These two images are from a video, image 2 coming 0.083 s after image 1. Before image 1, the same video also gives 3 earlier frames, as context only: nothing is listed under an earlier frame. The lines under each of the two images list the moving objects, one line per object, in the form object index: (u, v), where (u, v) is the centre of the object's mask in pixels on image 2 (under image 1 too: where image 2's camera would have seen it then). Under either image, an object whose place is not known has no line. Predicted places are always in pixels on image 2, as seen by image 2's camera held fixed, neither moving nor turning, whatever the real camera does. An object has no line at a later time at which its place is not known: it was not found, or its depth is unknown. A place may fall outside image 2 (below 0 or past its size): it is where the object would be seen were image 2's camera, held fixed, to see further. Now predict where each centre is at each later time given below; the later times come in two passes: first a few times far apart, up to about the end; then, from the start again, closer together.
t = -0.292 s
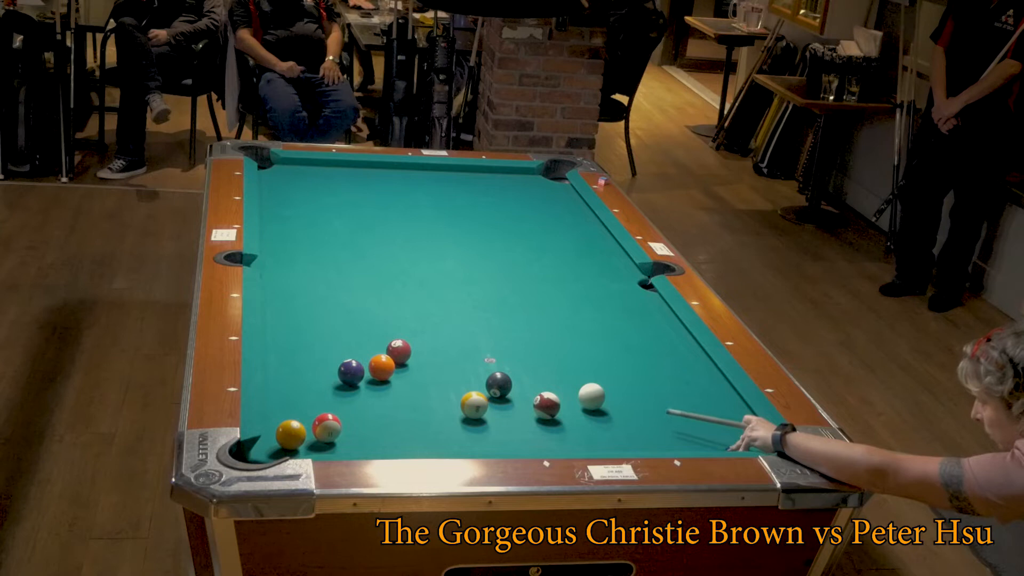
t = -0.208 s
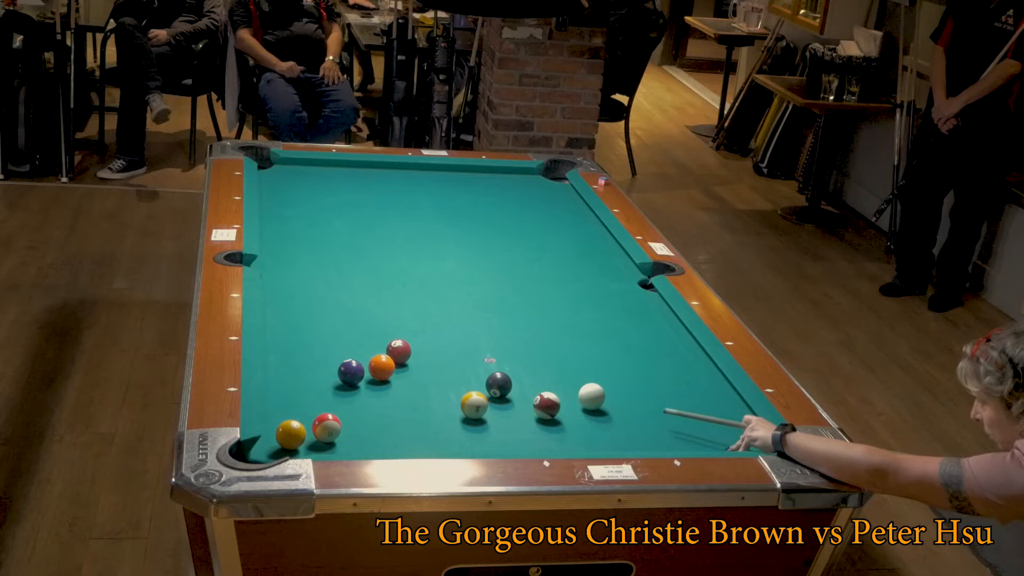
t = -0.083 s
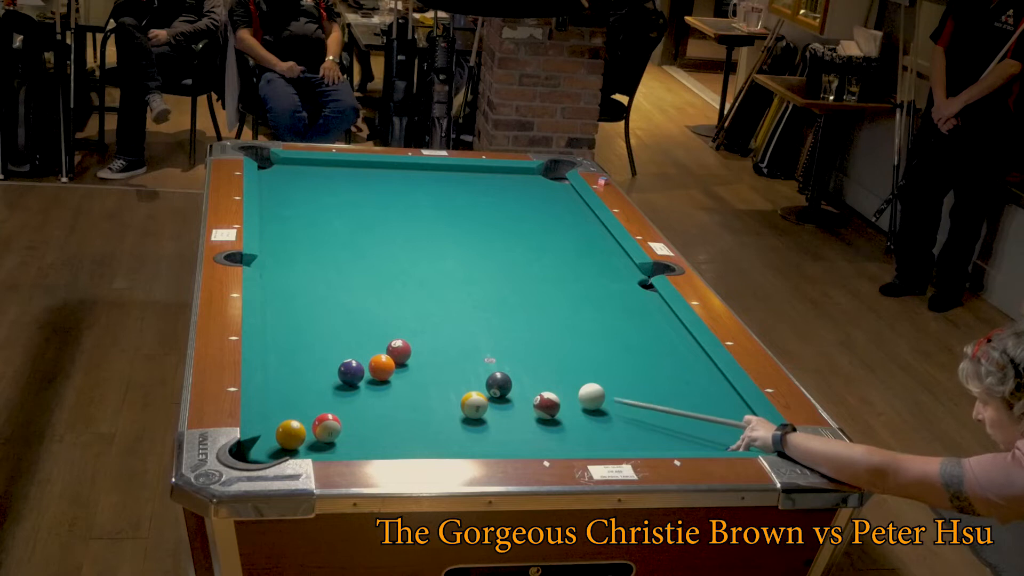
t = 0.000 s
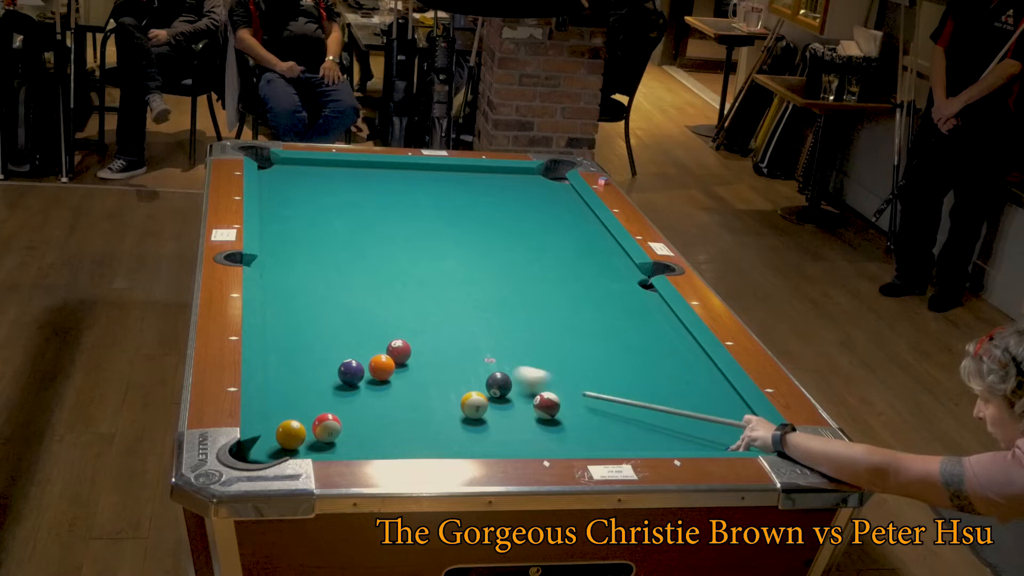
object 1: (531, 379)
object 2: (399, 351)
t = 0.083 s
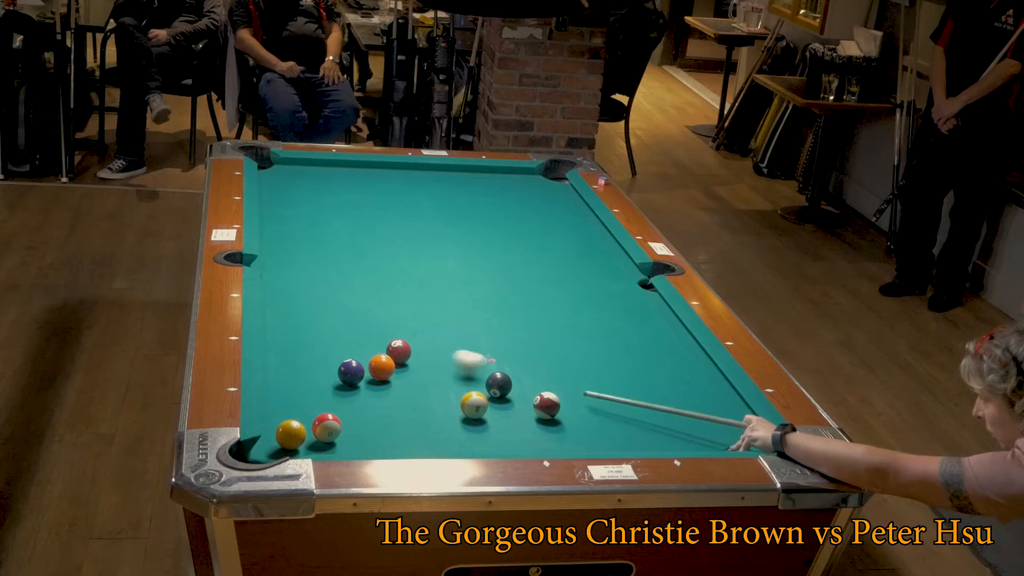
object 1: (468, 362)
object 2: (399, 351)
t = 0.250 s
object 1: (415, 338)
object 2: (346, 348)
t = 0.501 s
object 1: (379, 306)
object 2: (289, 347)
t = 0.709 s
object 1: (353, 282)
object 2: (329, 346)
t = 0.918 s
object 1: (330, 261)
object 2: (368, 346)
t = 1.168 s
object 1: (304, 238)
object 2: (411, 346)
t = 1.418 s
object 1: (280, 218)
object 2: (452, 346)
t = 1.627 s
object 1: (270, 204)
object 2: (483, 345)
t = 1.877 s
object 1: (279, 190)
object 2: (519, 345)
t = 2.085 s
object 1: (285, 180)
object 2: (545, 345)
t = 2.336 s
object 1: (292, 170)
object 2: (575, 345)
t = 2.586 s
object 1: (299, 163)
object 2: (602, 346)
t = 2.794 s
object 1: (310, 168)
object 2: (623, 346)
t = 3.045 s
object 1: (321, 173)
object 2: (646, 346)
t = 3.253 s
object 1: (330, 178)
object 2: (663, 347)
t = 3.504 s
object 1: (339, 183)
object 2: (680, 348)
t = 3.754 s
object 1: (348, 187)
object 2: (688, 348)
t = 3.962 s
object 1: (354, 190)
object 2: (682, 348)
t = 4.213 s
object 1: (360, 194)
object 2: (676, 348)
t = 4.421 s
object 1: (364, 196)
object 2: (673, 348)
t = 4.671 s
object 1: (369, 199)
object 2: (673, 349)
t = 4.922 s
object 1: (372, 201)
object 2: (672, 349)
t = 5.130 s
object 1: (375, 202)
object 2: (672, 349)
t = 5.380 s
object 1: (376, 203)
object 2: (672, 349)
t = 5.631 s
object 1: (376, 204)
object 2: (672, 349)
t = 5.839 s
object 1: (376, 204)
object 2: (673, 349)
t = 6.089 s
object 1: (376, 204)
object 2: (672, 349)
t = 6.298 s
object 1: (376, 204)
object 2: (672, 349)
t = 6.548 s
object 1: (376, 204)
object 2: (672, 349)
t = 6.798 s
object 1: (376, 204)
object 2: (673, 349)
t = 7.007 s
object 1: (376, 204)
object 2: (672, 349)
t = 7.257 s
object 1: (376, 204)
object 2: (672, 349)
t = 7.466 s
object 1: (376, 204)
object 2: (672, 349)
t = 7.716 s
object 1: (376, 204)
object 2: (672, 349)
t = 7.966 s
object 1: (376, 204)
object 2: (672, 349)
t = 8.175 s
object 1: (376, 204)
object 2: (672, 349)
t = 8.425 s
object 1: (376, 204)
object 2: (673, 349)
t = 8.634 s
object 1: (376, 204)
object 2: (672, 349)
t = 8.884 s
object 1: (376, 204)
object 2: (672, 349)
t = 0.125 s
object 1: (441, 355)
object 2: (399, 351)
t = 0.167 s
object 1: (423, 350)
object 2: (390, 347)
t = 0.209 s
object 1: (420, 344)
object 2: (366, 350)
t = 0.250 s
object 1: (415, 338)
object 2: (346, 348)
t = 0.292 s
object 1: (408, 332)
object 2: (328, 348)
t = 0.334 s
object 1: (403, 327)
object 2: (311, 347)
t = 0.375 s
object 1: (397, 321)
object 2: (294, 347)
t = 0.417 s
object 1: (391, 316)
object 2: (278, 347)
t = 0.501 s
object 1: (379, 306)
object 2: (289, 347)
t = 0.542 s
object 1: (374, 301)
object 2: (296, 347)
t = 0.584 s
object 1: (369, 296)
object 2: (305, 347)
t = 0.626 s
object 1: (363, 292)
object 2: (313, 346)
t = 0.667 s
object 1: (358, 287)
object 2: (321, 346)
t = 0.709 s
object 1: (353, 282)
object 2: (329, 346)
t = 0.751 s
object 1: (348, 278)
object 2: (337, 346)
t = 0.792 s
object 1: (343, 274)
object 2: (345, 346)
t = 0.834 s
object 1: (339, 270)
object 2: (353, 346)
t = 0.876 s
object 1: (334, 265)
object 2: (361, 346)
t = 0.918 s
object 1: (330, 261)
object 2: (368, 346)
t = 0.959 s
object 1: (325, 257)
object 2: (375, 345)
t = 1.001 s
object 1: (321, 253)
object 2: (383, 344)
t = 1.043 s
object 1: (316, 249)
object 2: (391, 345)
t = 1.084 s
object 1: (312, 246)
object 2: (397, 346)
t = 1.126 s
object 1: (308, 242)
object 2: (404, 346)
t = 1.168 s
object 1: (304, 238)
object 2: (411, 346)
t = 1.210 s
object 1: (300, 235)
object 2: (418, 346)
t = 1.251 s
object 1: (296, 231)
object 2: (425, 346)
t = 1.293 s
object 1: (292, 228)
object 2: (432, 346)
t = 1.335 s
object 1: (288, 225)
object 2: (439, 346)
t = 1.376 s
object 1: (284, 221)
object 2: (446, 346)
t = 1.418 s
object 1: (280, 218)
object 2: (452, 346)
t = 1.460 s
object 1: (276, 215)
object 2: (458, 346)
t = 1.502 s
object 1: (272, 212)
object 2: (464, 346)
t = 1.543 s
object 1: (269, 209)
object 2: (471, 345)
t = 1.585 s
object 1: (268, 206)
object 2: (477, 345)
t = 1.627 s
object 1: (270, 204)
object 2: (483, 345)
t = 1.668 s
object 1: (271, 201)
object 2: (489, 345)
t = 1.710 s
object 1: (273, 199)
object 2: (495, 346)
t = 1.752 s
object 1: (274, 197)
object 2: (501, 346)
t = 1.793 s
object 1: (276, 195)
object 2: (507, 345)
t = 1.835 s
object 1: (277, 193)
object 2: (513, 345)
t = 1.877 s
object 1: (279, 190)
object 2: (519, 345)
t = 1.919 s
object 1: (280, 188)
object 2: (524, 345)
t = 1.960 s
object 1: (281, 186)
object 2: (529, 345)
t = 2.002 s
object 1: (282, 184)
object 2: (535, 345)
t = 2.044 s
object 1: (284, 182)
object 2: (540, 345)
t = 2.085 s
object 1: (285, 180)
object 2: (545, 345)
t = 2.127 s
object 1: (286, 179)
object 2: (551, 345)
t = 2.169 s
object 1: (287, 177)
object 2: (556, 345)
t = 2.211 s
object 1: (289, 175)
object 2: (561, 345)
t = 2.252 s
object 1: (290, 173)
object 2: (566, 345)
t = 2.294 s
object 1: (291, 171)
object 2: (570, 345)
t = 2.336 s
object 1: (292, 170)
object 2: (575, 345)
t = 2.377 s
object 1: (293, 168)
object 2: (580, 345)
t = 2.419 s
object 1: (294, 166)
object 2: (585, 345)
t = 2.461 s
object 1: (295, 164)
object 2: (589, 345)
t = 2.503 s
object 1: (296, 163)
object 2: (594, 345)
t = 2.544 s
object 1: (297, 162)
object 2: (598, 345)
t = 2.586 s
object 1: (299, 163)
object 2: (602, 346)
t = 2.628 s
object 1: (301, 164)
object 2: (607, 346)
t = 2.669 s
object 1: (303, 165)
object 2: (611, 346)
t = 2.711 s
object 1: (306, 166)
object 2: (615, 345)
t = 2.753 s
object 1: (308, 167)
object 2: (619, 346)
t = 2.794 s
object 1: (310, 168)
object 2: (623, 346)
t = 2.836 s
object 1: (311, 169)
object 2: (627, 346)
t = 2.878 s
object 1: (313, 170)
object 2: (631, 346)
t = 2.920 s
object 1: (316, 171)
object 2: (635, 346)
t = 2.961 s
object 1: (317, 171)
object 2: (639, 346)
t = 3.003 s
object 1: (319, 172)
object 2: (642, 346)
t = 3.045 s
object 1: (321, 173)
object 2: (646, 346)
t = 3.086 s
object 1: (323, 174)
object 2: (649, 346)
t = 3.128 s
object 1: (325, 175)
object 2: (653, 346)
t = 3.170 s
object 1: (327, 176)
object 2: (656, 346)
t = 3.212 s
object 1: (328, 177)
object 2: (659, 347)
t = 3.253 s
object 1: (330, 178)
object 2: (663, 347)
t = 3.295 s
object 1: (332, 179)
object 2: (666, 347)
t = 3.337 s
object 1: (333, 179)
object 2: (669, 347)
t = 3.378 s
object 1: (335, 180)
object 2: (672, 347)
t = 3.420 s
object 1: (336, 181)
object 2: (675, 347)
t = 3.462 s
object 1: (338, 182)
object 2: (677, 347)
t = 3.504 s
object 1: (339, 183)
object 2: (680, 348)
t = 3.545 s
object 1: (341, 183)
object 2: (683, 347)
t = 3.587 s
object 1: (342, 184)
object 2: (686, 347)
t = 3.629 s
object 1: (344, 185)
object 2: (688, 348)
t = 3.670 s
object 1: (345, 185)
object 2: (690, 348)
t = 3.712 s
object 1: (346, 186)
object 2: (689, 348)
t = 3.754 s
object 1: (348, 187)
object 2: (688, 348)
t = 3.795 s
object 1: (349, 188)
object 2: (687, 348)
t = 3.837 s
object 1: (350, 188)
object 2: (685, 348)
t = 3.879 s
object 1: (351, 189)
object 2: (684, 348)
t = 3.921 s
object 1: (352, 190)
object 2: (683, 348)
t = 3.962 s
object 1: (354, 190)
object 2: (682, 348)
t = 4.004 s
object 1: (355, 191)
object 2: (681, 348)
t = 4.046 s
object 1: (356, 192)
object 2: (680, 348)
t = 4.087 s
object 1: (357, 192)
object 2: (679, 348)
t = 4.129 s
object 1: (358, 193)
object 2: (678, 348)
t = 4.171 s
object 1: (359, 193)
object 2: (677, 348)
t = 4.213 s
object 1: (360, 194)
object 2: (676, 348)
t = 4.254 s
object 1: (361, 194)
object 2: (676, 348)
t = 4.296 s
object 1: (362, 195)
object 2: (675, 348)
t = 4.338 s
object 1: (363, 195)
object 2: (675, 348)
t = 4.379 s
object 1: (364, 196)
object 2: (674, 348)
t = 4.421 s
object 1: (364, 196)
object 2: (673, 348)
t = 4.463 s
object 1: (365, 197)
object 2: (673, 348)
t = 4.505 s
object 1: (366, 197)
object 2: (673, 348)
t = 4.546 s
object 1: (367, 198)
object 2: (673, 349)
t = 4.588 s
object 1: (368, 198)
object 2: (672, 349)
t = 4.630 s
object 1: (369, 198)
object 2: (673, 349)
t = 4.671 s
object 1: (369, 199)
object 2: (673, 349)
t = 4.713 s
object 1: (370, 199)
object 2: (673, 349)
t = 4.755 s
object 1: (370, 199)
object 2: (672, 349)
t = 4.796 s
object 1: (371, 200)
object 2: (672, 349)
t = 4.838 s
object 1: (372, 200)
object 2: (672, 349)
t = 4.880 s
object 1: (372, 200)
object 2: (672, 349)
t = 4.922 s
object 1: (372, 201)
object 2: (672, 349)
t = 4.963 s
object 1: (373, 201)
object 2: (673, 349)
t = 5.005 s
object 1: (373, 201)
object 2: (672, 349)
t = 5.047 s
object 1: (374, 202)
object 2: (672, 349)
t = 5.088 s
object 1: (374, 202)
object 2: (673, 349)
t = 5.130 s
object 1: (375, 202)
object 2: (672, 349)
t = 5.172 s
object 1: (375, 202)
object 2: (672, 349)
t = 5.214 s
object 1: (375, 202)
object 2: (672, 349)
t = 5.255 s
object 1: (375, 203)
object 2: (672, 349)
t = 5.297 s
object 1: (376, 203)
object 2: (672, 349)
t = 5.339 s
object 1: (376, 203)
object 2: (673, 349)
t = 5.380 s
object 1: (376, 203)
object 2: (672, 349)
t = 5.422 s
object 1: (376, 203)
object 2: (672, 349)
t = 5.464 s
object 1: (376, 203)
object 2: (672, 349)
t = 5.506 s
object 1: (376, 203)
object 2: (672, 349)
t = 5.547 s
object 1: (376, 203)
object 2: (672, 349)
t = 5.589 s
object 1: (376, 204)
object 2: (672, 349)
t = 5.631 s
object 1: (376, 204)
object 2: (672, 349)
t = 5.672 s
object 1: (376, 204)
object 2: (672, 349)
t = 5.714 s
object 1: (376, 204)
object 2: (672, 349)
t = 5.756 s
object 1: (376, 204)
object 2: (673, 349)
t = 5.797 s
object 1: (376, 204)
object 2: (672, 349)
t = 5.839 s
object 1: (376, 204)
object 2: (673, 349)
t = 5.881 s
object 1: (376, 204)
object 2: (672, 349)
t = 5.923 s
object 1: (376, 204)
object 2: (673, 349)
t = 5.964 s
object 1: (376, 204)
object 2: (672, 349)
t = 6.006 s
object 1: (376, 204)
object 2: (673, 349)
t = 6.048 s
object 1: (376, 204)
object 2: (672, 349)
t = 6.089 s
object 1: (376, 204)
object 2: (672, 349)
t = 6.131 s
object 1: (376, 204)
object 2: (672, 349)
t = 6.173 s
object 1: (376, 204)
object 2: (673, 349)
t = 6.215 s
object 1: (376, 204)
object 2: (672, 349)
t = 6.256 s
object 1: (376, 204)
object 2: (672, 349)
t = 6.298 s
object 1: (376, 204)
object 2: (672, 349)
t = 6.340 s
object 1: (376, 204)
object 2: (672, 349)
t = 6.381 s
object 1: (376, 204)
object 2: (672, 349)
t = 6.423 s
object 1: (376, 204)
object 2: (672, 349)
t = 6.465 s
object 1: (376, 204)
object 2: (672, 349)
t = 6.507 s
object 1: (376, 204)
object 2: (672, 349)
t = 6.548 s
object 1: (376, 204)
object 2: (672, 349)
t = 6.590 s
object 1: (376, 204)
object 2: (672, 349)
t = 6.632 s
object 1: (376, 204)
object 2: (673, 349)
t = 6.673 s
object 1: (376, 204)
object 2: (672, 349)
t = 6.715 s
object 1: (376, 204)
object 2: (673, 349)
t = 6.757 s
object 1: (376, 204)
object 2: (673, 349)
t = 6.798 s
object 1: (376, 204)
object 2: (673, 349)
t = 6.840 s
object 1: (376, 204)
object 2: (673, 349)
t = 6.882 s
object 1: (376, 204)
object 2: (672, 349)
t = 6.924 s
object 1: (376, 204)
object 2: (672, 349)
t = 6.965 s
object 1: (376, 204)
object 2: (672, 349)
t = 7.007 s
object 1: (376, 204)
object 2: (672, 349)
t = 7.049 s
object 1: (376, 204)
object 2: (672, 349)
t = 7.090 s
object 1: (376, 204)
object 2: (672, 349)
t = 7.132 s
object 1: (376, 204)
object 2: (673, 349)
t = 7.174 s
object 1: (376, 204)
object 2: (672, 349)
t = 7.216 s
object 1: (376, 204)
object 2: (672, 349)
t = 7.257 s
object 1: (376, 204)
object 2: (672, 349)
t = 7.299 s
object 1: (376, 204)
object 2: (672, 349)
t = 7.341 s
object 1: (376, 204)
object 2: (673, 349)
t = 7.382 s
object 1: (376, 204)
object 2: (673, 349)
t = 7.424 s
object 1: (376, 204)
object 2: (672, 349)
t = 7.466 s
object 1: (376, 204)
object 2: (672, 349)
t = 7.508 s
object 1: (376, 204)
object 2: (672, 349)
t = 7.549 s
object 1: (376, 204)
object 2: (672, 349)
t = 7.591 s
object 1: (376, 204)
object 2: (672, 349)
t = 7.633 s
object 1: (376, 204)
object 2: (672, 349)
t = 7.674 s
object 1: (376, 204)
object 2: (673, 349)
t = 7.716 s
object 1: (376, 204)
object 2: (672, 349)
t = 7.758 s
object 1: (376, 204)
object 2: (672, 349)
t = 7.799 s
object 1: (376, 204)
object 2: (673, 349)
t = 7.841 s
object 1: (376, 204)
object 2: (673, 349)
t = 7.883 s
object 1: (376, 204)
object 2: (672, 349)
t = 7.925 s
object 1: (376, 204)
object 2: (672, 349)
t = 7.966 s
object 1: (376, 204)
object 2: (672, 349)
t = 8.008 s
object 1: (376, 204)
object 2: (672, 349)
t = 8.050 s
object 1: (376, 204)
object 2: (672, 349)
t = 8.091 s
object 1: (376, 204)
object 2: (672, 349)
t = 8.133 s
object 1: (376, 204)
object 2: (673, 349)
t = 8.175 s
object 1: (376, 204)
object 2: (672, 349)
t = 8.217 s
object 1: (376, 204)
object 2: (672, 349)
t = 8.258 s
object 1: (376, 204)
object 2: (672, 349)
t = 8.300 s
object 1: (376, 204)
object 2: (672, 349)
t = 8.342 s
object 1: (376, 204)
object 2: (673, 349)
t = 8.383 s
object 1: (376, 204)
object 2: (672, 349)
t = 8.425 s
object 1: (376, 204)
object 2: (673, 349)
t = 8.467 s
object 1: (376, 204)
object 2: (673, 349)
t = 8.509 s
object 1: (376, 204)
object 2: (672, 349)
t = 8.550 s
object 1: (376, 204)
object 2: (672, 349)
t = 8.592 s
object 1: (376, 204)
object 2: (672, 349)
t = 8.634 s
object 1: (376, 204)
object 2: (672, 349)
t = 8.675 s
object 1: (376, 204)
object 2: (672, 349)
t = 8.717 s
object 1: (376, 204)
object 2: (672, 349)
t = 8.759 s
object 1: (376, 204)
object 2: (672, 349)
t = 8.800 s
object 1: (376, 204)
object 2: (673, 349)
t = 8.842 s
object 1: (376, 204)
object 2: (672, 349)
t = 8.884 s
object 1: (376, 204)
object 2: (672, 349)
